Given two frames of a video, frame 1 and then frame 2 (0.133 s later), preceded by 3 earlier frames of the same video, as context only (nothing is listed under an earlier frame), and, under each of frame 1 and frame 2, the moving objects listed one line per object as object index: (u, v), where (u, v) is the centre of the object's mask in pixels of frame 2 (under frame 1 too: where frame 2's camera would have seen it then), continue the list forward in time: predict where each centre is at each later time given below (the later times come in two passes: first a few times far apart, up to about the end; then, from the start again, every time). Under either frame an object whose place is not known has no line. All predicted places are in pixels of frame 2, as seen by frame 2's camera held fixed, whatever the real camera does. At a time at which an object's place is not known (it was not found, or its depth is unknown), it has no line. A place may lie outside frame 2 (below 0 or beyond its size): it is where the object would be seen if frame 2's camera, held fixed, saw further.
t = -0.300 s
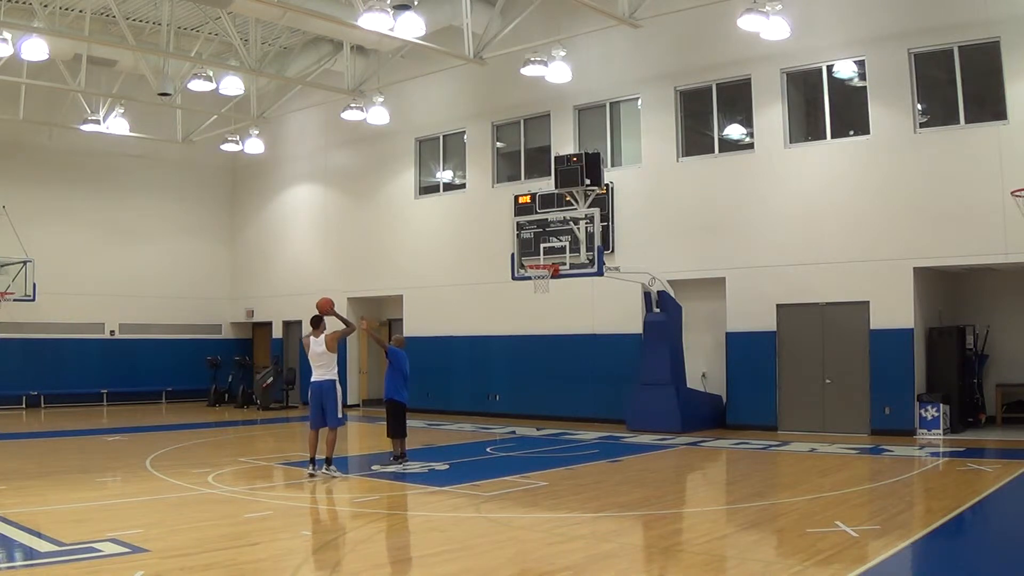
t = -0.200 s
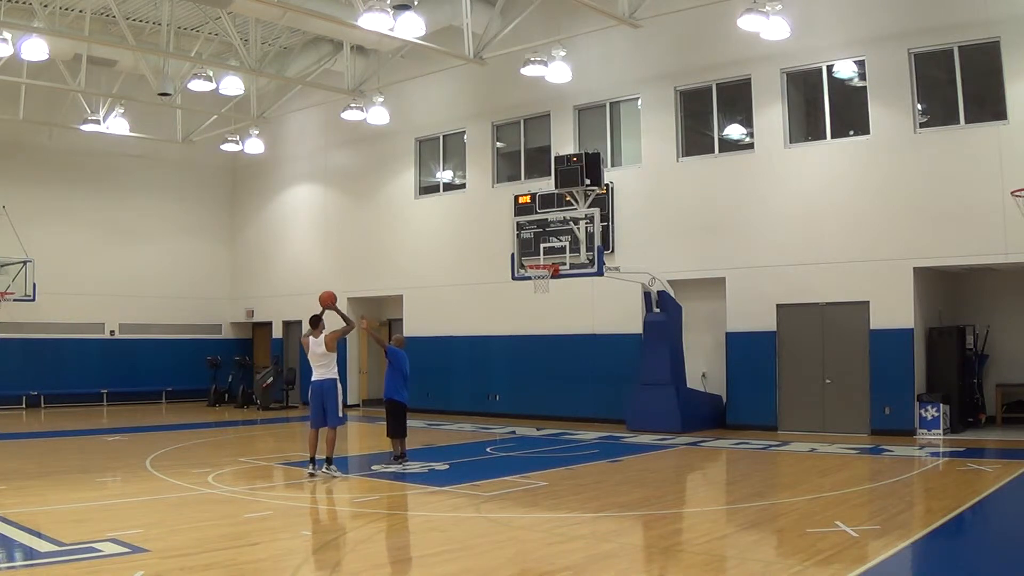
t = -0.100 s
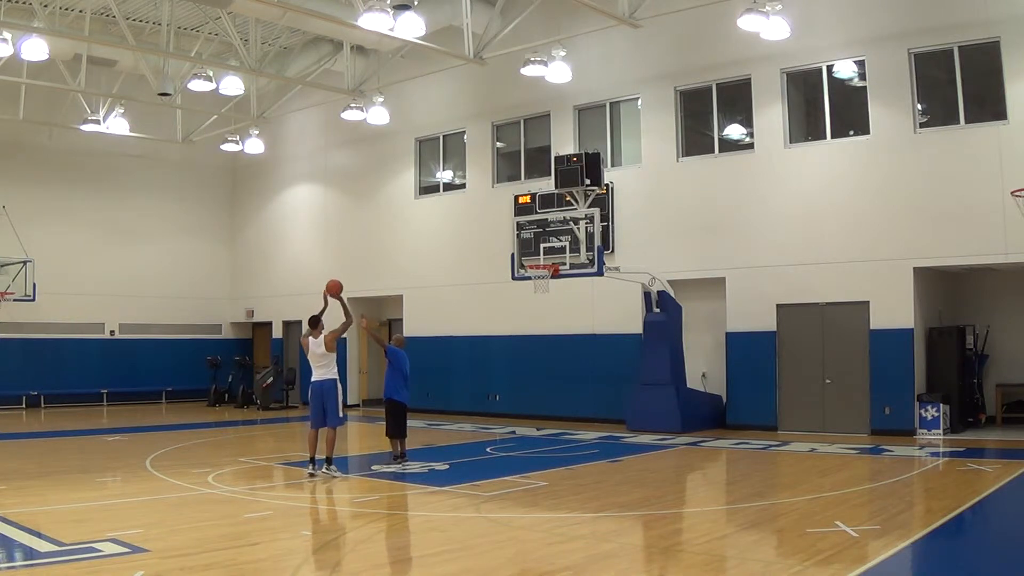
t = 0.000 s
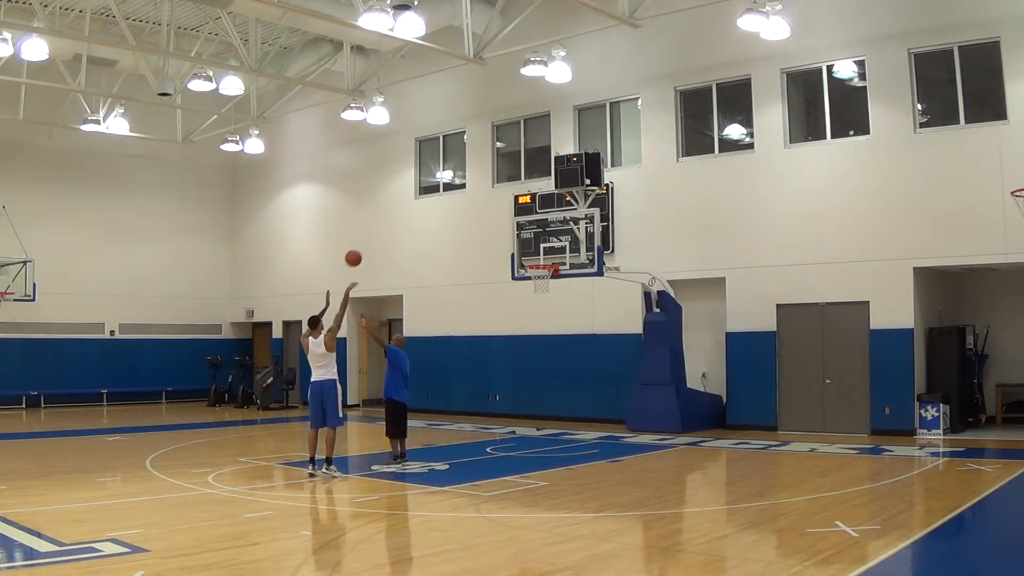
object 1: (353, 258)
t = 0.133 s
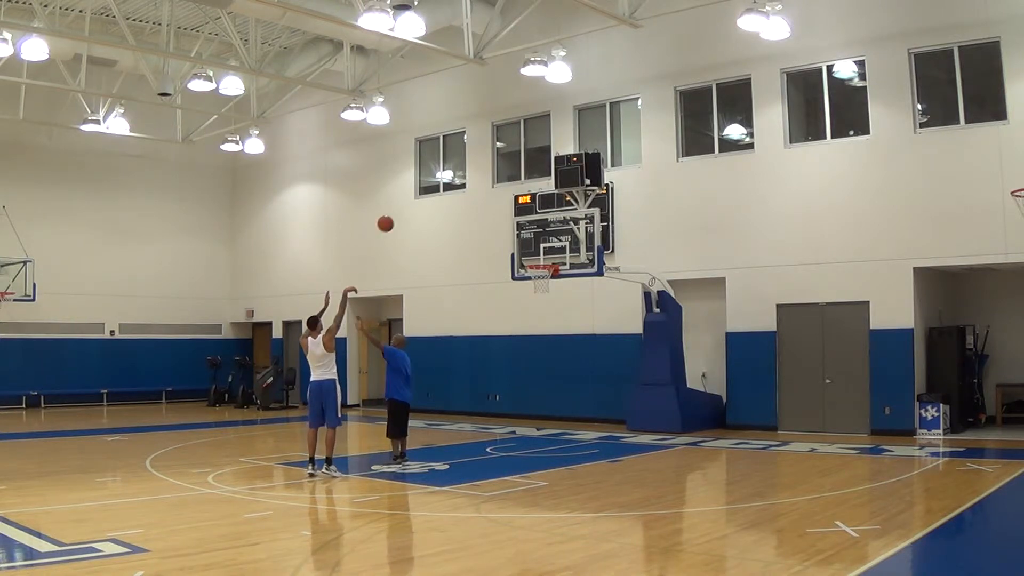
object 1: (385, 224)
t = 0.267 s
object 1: (415, 203)
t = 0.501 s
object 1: (464, 195)
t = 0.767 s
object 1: (515, 226)
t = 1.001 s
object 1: (539, 281)
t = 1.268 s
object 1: (519, 339)
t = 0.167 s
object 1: (393, 217)
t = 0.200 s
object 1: (401, 212)
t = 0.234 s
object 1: (408, 207)
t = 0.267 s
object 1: (415, 203)
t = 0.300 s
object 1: (423, 199)
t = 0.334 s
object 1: (430, 197)
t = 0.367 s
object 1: (437, 195)
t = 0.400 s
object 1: (444, 194)
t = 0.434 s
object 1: (451, 194)
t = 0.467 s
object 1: (457, 194)
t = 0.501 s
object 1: (464, 195)
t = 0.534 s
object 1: (471, 197)
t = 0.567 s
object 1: (477, 199)
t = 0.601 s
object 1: (484, 202)
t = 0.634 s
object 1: (490, 206)
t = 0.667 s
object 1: (496, 210)
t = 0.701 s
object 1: (502, 215)
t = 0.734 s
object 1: (508, 220)
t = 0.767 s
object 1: (515, 226)
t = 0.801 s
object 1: (520, 232)
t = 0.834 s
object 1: (526, 239)
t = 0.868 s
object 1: (532, 247)
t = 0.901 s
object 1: (538, 255)
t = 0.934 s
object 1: (544, 264)
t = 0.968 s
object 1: (541, 272)
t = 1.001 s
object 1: (539, 281)
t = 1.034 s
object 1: (535, 287)
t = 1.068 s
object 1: (533, 293)
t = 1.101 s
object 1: (531, 299)
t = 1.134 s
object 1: (528, 305)
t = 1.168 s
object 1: (525, 313)
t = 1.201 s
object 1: (523, 321)
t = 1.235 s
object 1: (521, 329)
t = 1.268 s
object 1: (519, 339)
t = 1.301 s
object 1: (515, 349)
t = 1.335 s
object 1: (513, 359)
